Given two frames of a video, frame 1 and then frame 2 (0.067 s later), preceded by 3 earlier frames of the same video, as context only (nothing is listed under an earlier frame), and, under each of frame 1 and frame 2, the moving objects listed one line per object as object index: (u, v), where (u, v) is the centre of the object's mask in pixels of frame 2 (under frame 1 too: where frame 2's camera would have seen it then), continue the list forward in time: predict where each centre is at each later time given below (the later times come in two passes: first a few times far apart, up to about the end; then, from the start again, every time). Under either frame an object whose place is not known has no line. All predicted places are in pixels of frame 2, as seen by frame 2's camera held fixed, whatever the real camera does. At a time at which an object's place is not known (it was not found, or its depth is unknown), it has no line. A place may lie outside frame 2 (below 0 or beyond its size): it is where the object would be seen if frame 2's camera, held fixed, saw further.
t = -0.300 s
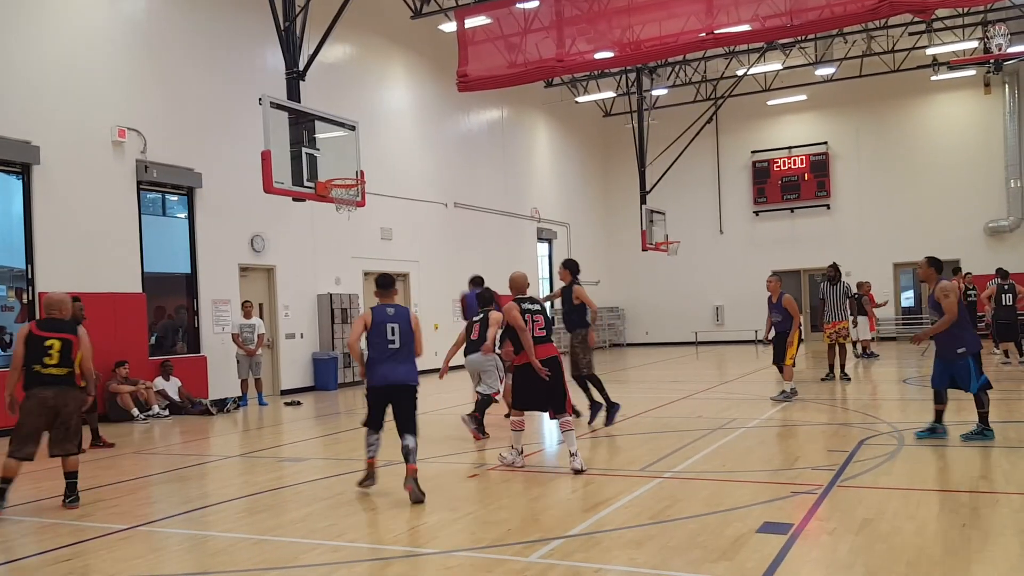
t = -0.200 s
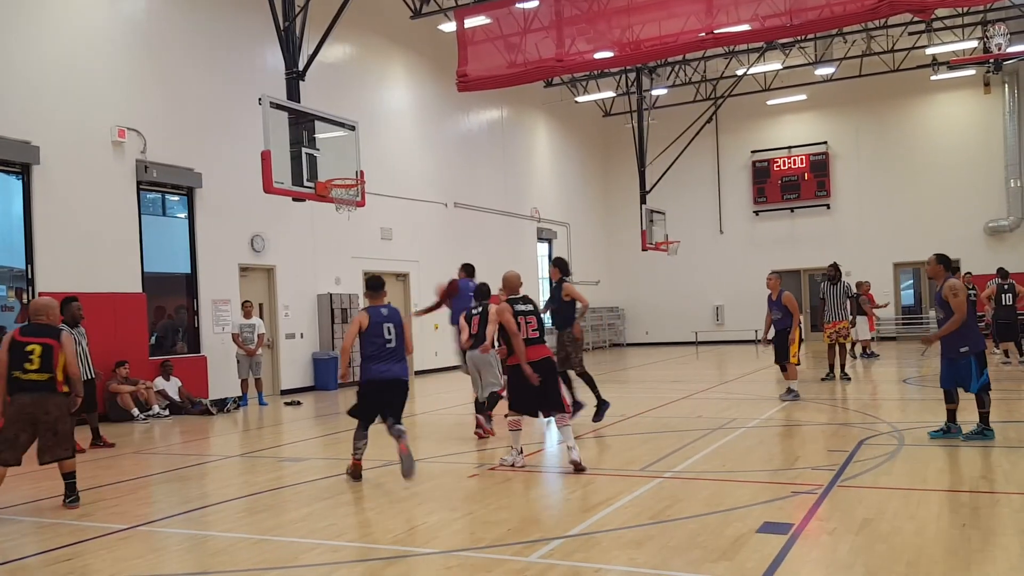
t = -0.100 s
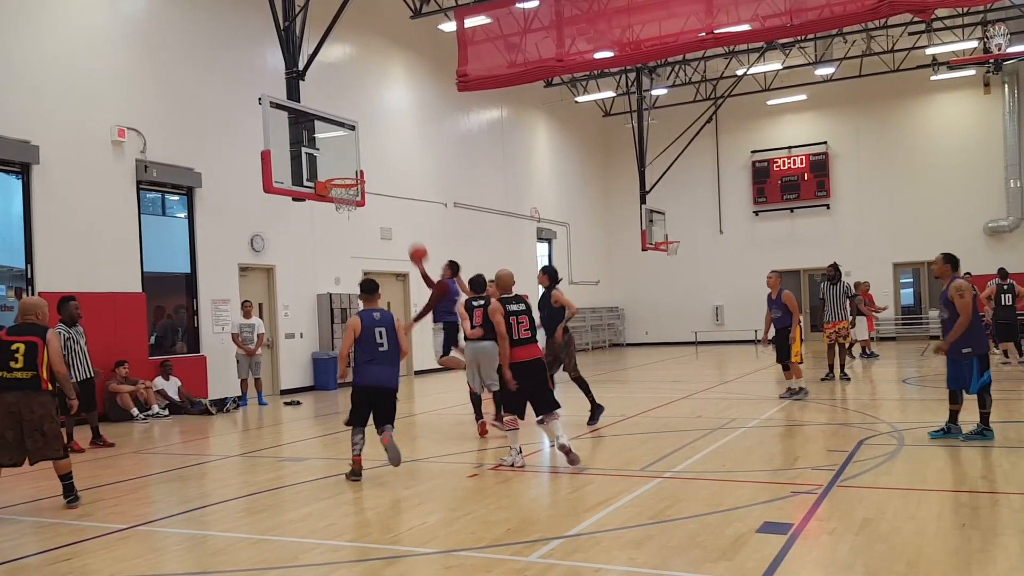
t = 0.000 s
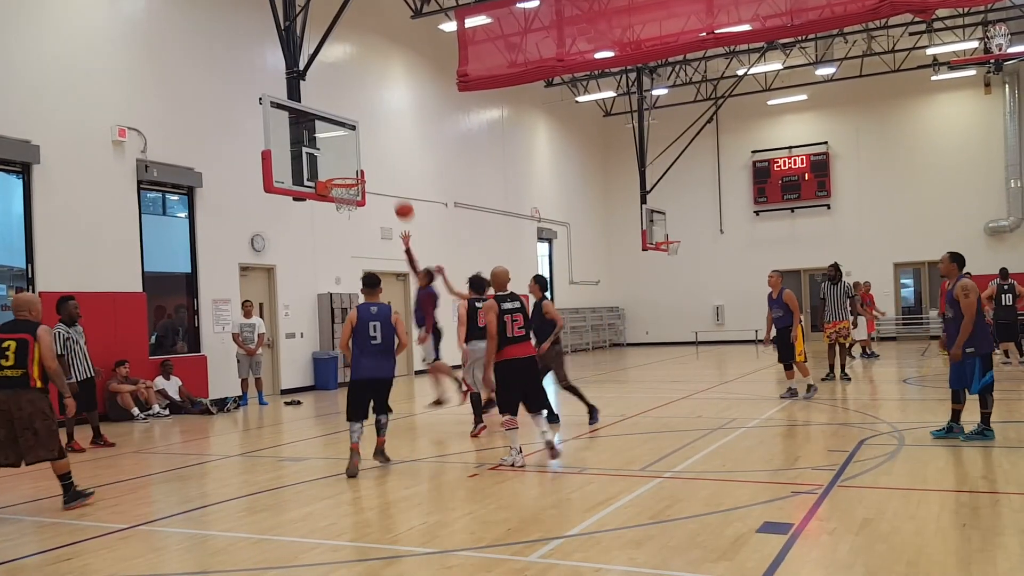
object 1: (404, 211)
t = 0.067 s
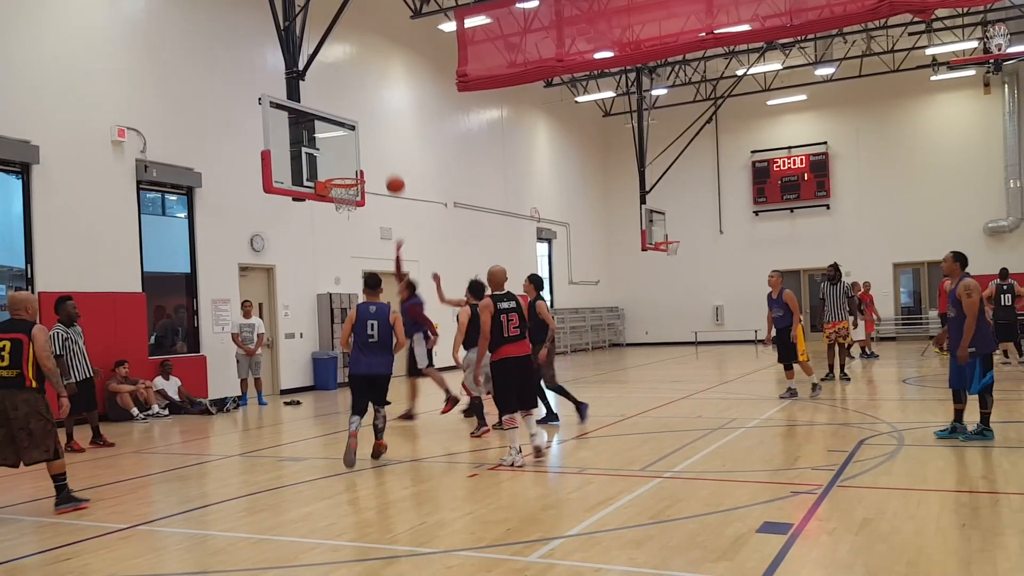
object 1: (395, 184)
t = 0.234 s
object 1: (375, 136)
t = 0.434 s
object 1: (352, 105)
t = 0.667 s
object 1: (328, 110)
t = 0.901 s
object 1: (337, 137)
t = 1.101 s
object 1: (349, 195)
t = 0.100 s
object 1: (391, 173)
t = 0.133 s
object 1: (387, 162)
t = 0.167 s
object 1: (383, 153)
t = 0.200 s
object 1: (379, 144)
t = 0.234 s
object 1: (375, 136)
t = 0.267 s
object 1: (371, 129)
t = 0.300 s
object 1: (368, 122)
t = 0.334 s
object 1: (364, 117)
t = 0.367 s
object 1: (360, 112)
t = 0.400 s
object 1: (356, 108)
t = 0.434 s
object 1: (352, 105)
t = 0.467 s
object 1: (349, 103)
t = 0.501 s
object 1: (345, 102)
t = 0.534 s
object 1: (342, 102)
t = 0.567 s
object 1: (338, 102)
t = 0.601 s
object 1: (335, 104)
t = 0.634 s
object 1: (332, 106)
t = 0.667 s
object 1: (328, 110)
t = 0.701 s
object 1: (327, 112)
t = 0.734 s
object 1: (329, 114)
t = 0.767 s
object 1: (330, 117)
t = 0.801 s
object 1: (331, 120)
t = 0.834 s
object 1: (333, 124)
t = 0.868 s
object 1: (335, 130)
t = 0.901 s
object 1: (337, 137)
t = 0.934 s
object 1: (339, 144)
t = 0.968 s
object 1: (340, 152)
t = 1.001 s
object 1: (342, 160)
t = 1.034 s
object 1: (344, 170)
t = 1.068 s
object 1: (347, 181)
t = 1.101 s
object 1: (349, 195)
